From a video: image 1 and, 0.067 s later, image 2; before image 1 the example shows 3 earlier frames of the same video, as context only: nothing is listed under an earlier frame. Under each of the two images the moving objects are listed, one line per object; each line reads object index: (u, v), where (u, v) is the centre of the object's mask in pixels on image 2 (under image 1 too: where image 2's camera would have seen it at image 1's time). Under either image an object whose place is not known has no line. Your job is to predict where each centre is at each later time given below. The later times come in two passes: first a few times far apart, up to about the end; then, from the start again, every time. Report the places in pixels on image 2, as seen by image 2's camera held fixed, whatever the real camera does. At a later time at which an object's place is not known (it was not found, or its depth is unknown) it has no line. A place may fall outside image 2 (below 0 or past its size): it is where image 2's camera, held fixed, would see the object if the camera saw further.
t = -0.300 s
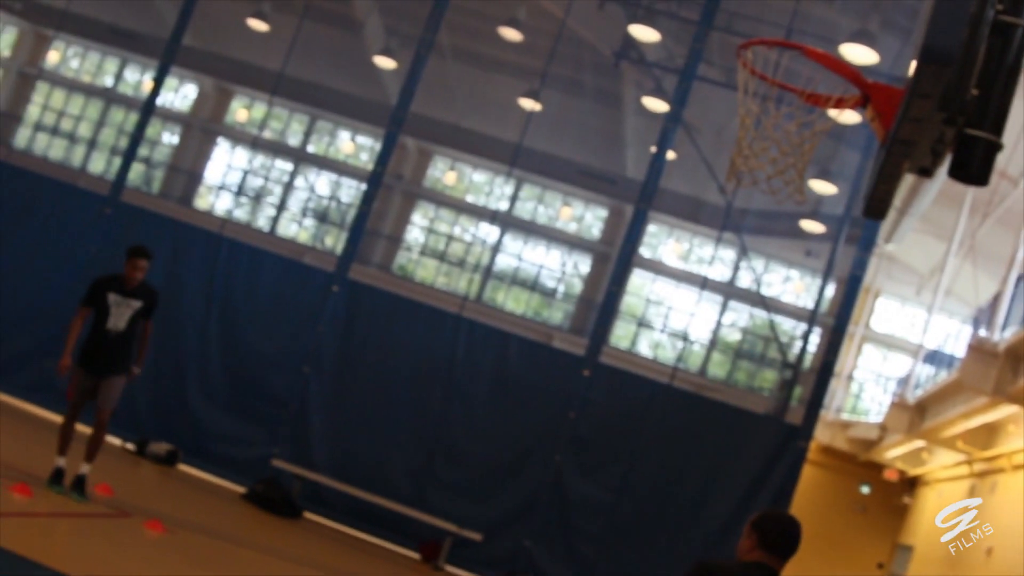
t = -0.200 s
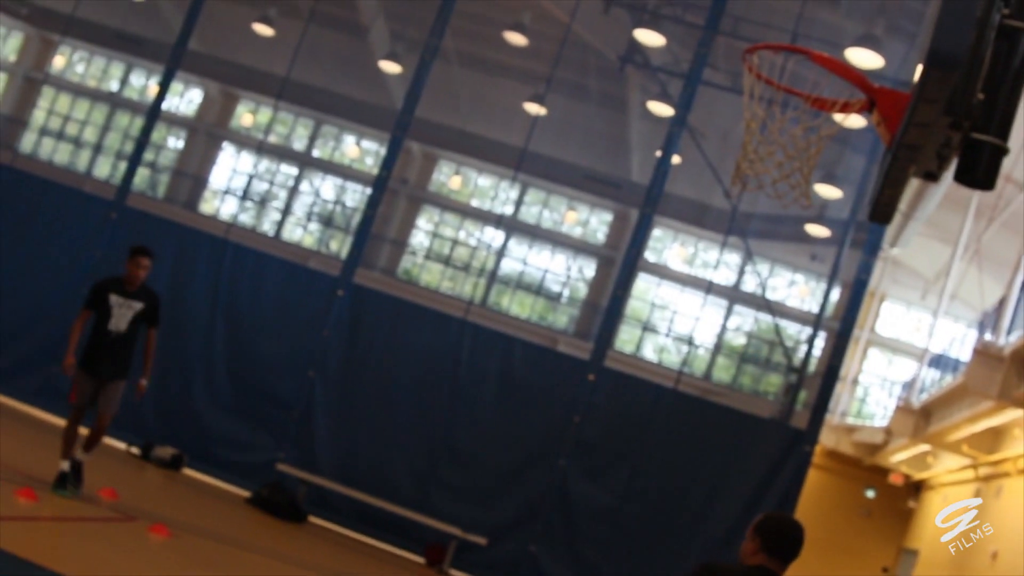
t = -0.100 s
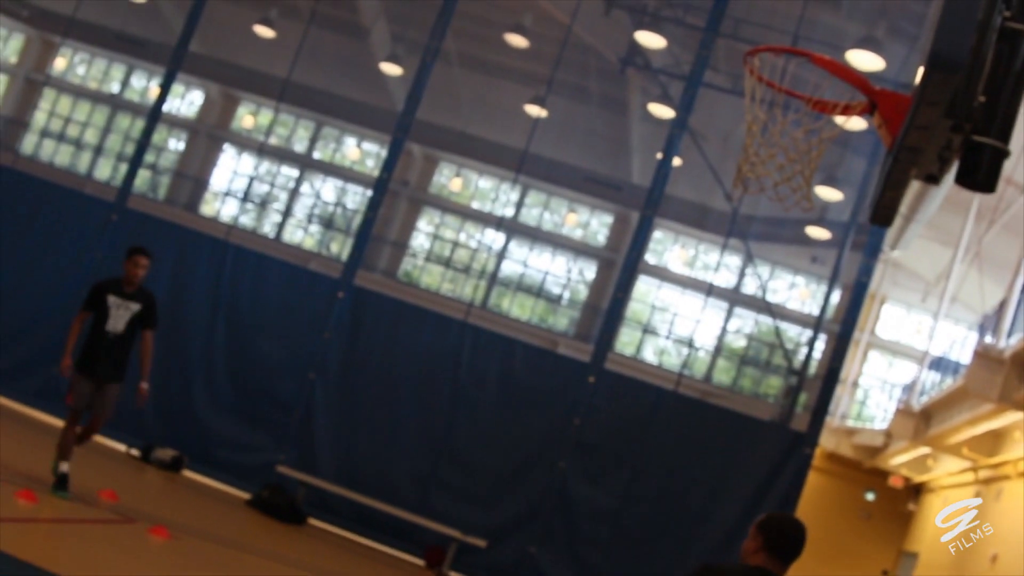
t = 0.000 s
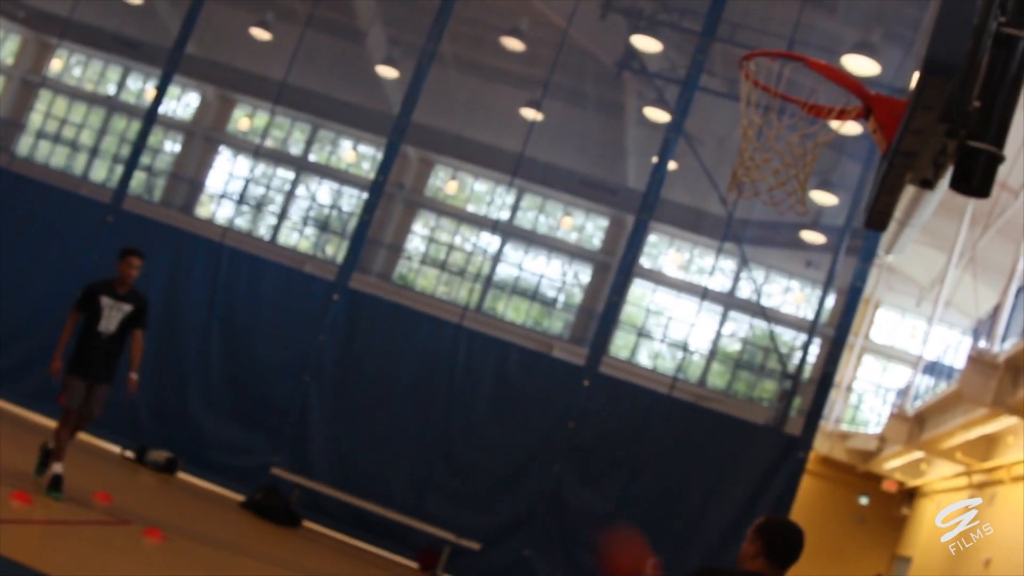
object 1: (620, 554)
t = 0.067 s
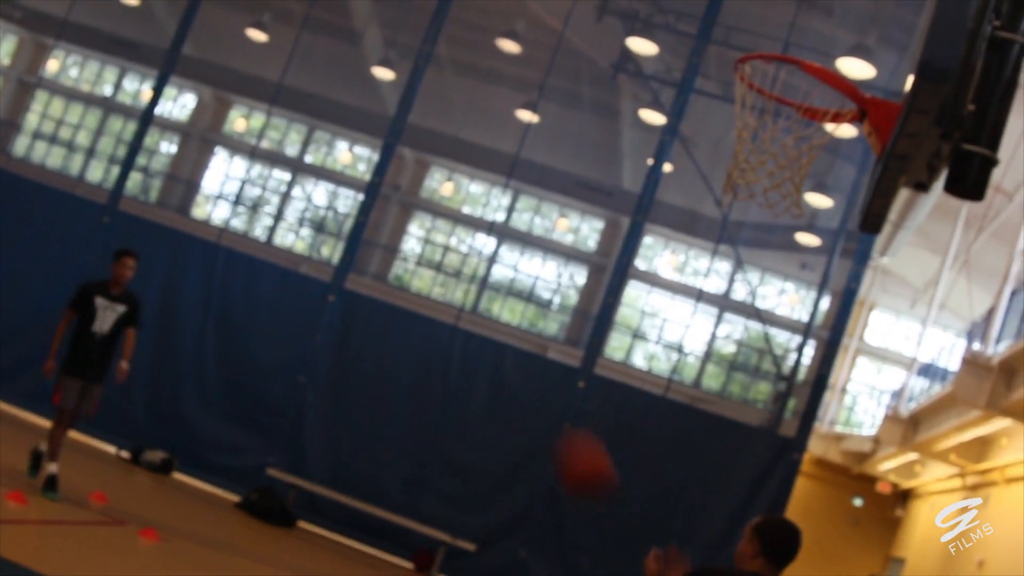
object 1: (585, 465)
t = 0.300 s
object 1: (454, 260)
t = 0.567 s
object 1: (319, 192)
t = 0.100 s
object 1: (566, 427)
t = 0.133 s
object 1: (547, 390)
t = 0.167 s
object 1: (529, 359)
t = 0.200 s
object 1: (509, 329)
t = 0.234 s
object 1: (491, 300)
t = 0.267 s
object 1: (472, 277)
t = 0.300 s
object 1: (454, 260)
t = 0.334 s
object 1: (438, 242)
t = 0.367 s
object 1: (417, 224)
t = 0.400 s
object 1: (400, 215)
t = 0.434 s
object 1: (386, 208)
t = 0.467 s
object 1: (372, 202)
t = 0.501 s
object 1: (353, 197)
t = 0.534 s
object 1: (334, 193)
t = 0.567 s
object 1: (319, 192)
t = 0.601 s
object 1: (297, 194)
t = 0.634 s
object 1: (280, 198)
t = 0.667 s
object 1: (267, 202)
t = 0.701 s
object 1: (248, 207)
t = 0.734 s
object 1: (229, 217)
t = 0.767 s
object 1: (211, 227)
